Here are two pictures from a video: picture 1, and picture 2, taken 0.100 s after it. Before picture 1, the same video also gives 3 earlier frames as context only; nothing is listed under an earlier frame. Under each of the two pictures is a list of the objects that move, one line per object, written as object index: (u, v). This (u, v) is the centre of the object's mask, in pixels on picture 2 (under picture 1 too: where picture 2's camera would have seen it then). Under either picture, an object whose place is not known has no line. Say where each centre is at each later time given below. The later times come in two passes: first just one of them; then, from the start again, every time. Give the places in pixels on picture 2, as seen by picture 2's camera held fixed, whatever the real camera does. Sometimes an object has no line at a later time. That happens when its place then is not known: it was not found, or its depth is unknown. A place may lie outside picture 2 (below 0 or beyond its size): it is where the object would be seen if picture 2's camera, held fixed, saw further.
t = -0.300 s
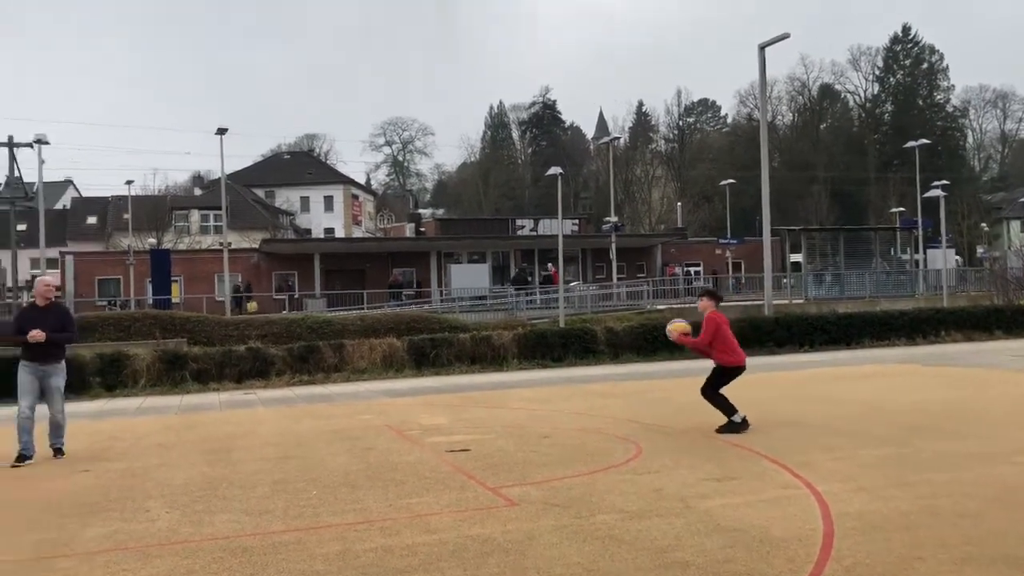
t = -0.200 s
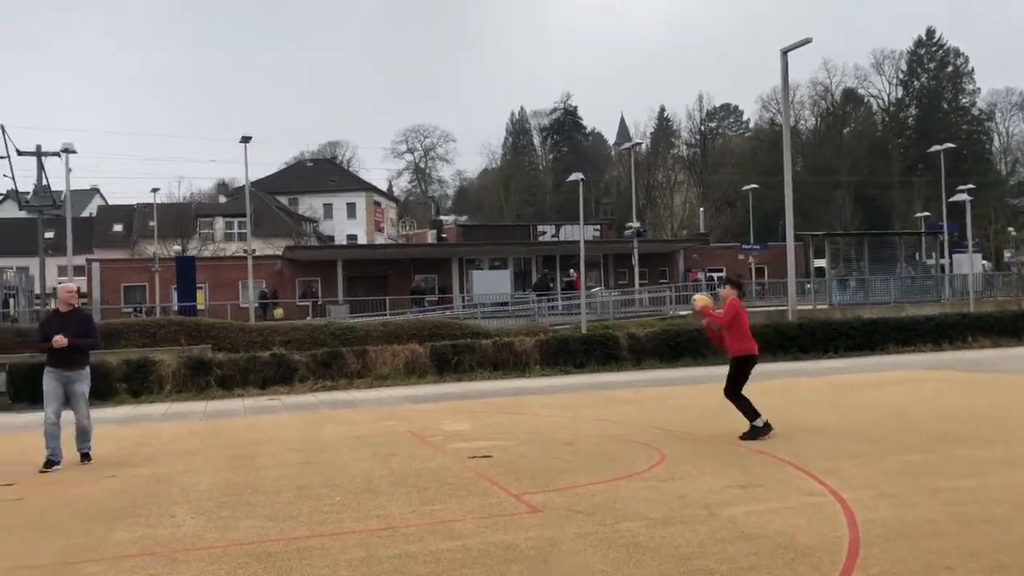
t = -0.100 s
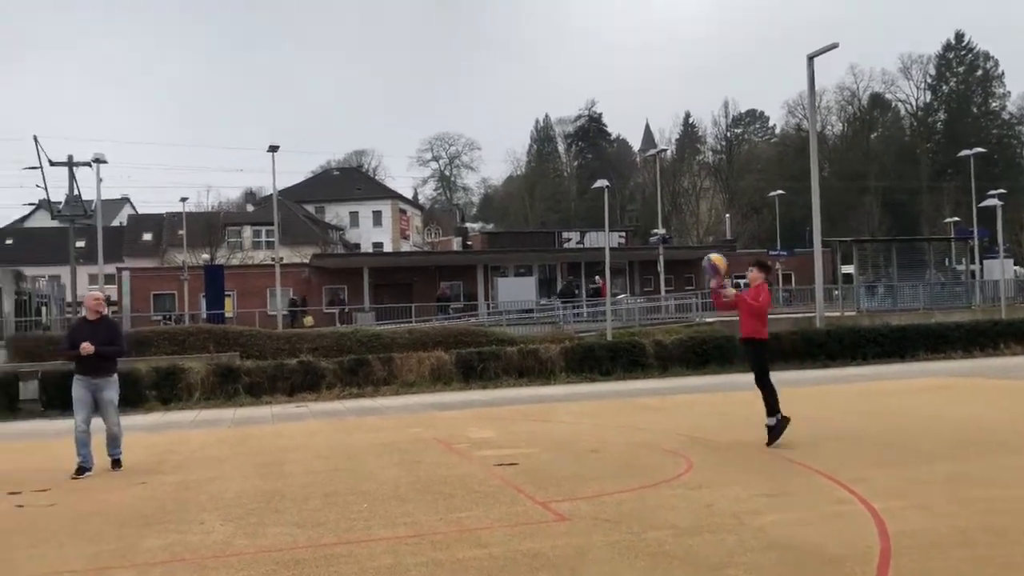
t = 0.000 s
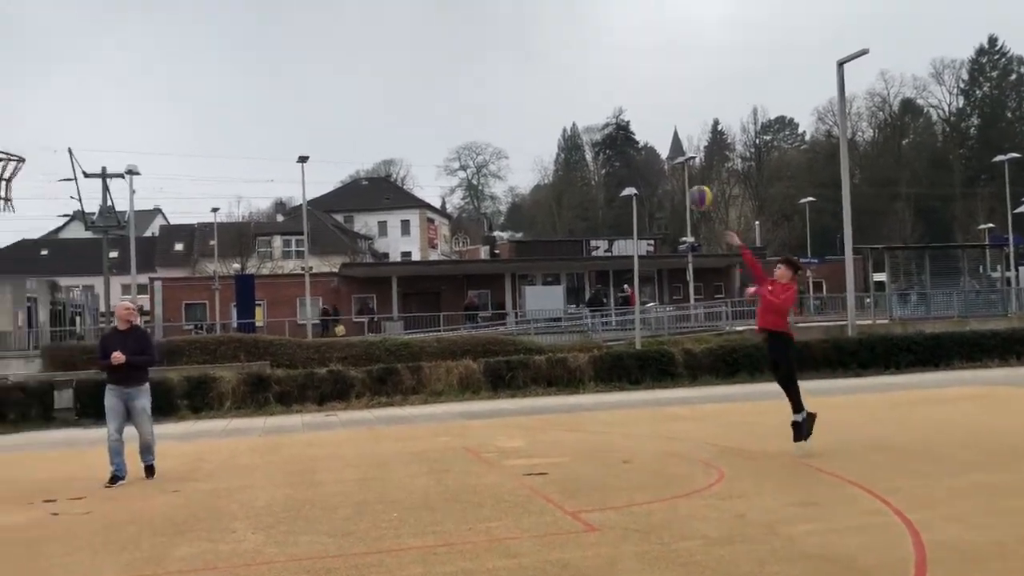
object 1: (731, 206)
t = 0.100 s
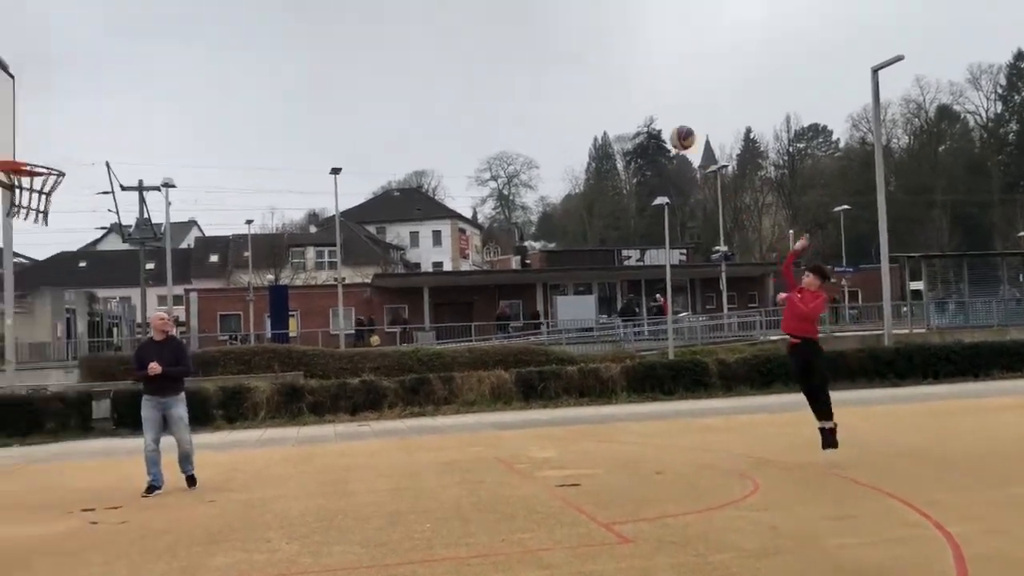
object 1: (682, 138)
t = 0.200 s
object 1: (632, 78)
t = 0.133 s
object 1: (666, 117)
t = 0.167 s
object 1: (649, 97)
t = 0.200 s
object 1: (632, 78)
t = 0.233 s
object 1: (615, 60)
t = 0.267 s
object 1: (598, 44)
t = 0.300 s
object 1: (581, 27)
